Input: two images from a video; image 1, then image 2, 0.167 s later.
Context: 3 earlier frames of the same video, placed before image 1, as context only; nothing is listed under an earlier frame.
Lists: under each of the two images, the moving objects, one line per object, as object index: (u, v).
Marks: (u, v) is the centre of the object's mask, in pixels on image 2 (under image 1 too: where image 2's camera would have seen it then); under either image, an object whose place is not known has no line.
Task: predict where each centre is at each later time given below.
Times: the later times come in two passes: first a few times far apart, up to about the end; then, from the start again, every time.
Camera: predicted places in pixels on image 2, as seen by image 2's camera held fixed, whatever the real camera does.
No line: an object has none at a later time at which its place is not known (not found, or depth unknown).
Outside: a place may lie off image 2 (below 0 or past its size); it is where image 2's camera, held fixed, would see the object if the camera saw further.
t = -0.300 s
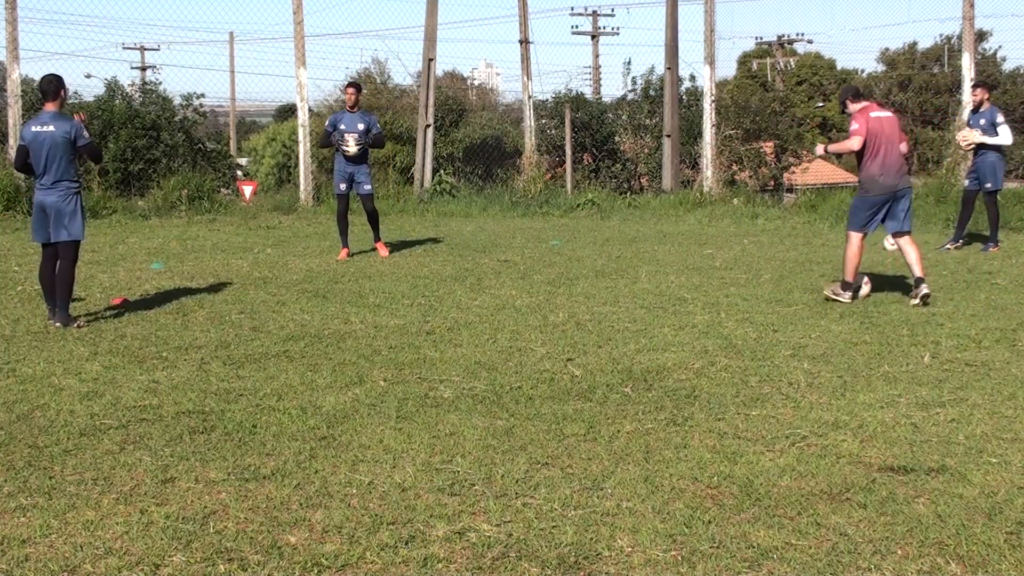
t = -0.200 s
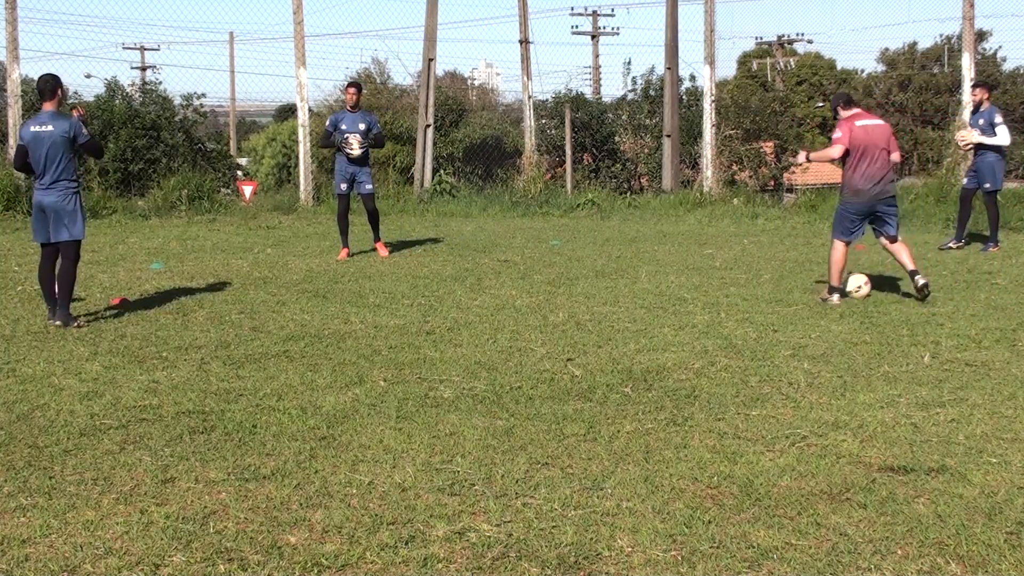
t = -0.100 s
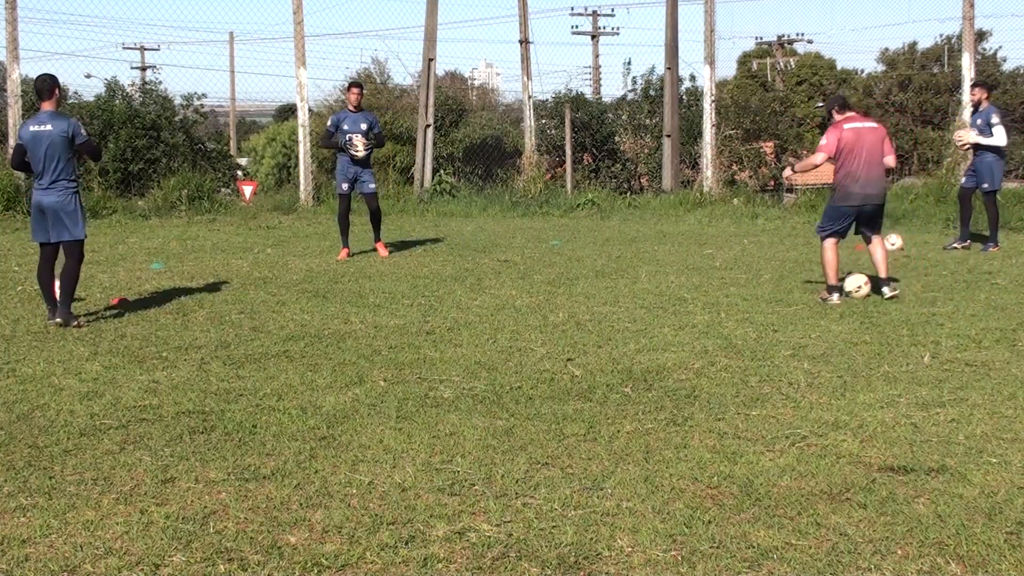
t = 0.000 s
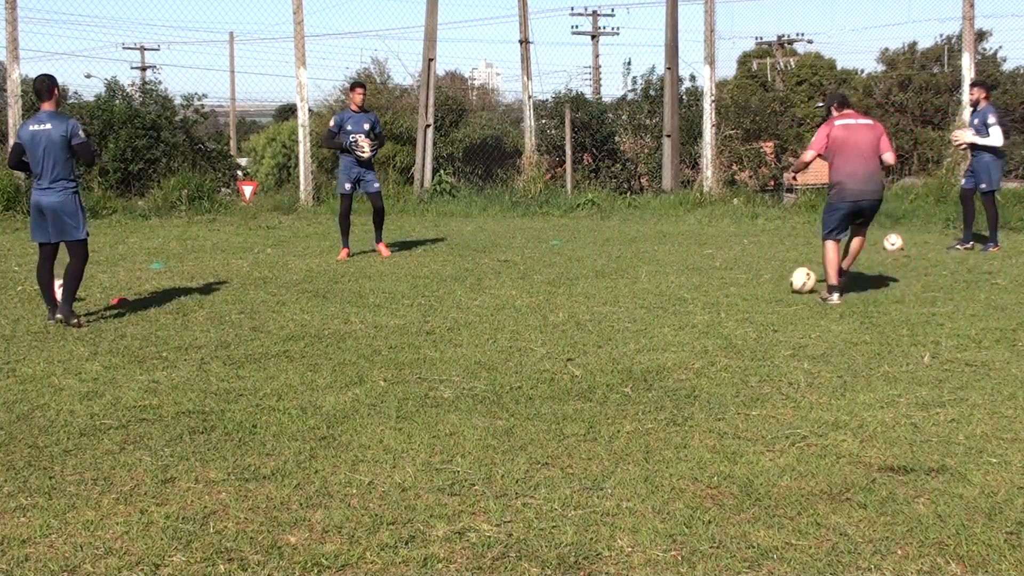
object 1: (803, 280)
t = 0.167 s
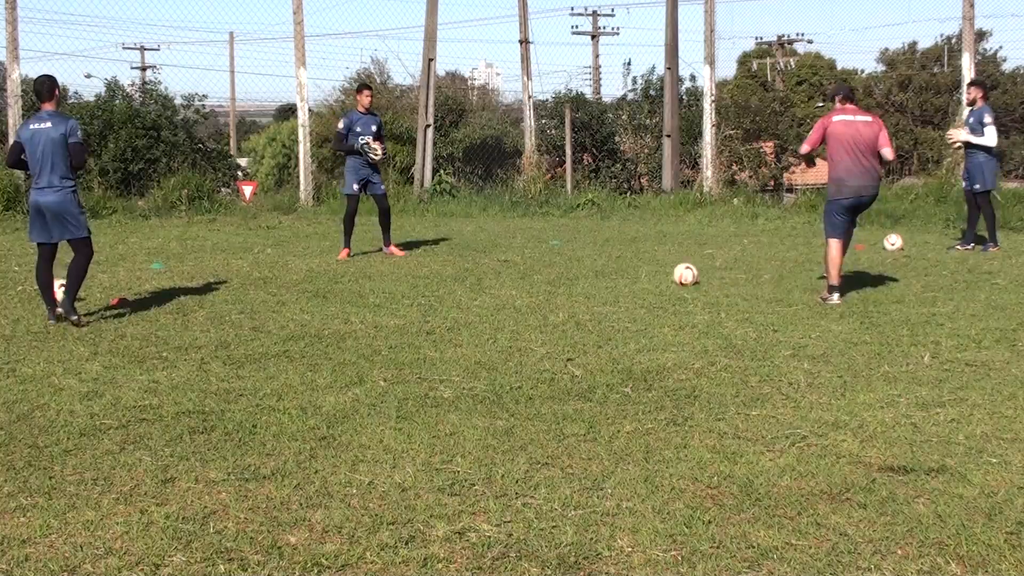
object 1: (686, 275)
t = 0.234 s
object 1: (648, 269)
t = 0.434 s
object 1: (553, 262)
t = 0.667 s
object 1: (468, 257)
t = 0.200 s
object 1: (666, 272)
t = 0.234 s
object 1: (648, 269)
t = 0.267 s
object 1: (630, 267)
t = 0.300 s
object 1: (613, 267)
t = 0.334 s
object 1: (596, 266)
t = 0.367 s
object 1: (581, 265)
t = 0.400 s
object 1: (567, 263)
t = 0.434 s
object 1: (553, 262)
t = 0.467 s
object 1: (539, 263)
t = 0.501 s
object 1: (526, 261)
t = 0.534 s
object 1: (514, 260)
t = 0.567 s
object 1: (502, 259)
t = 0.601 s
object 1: (491, 259)
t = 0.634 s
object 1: (480, 258)
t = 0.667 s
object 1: (468, 257)
